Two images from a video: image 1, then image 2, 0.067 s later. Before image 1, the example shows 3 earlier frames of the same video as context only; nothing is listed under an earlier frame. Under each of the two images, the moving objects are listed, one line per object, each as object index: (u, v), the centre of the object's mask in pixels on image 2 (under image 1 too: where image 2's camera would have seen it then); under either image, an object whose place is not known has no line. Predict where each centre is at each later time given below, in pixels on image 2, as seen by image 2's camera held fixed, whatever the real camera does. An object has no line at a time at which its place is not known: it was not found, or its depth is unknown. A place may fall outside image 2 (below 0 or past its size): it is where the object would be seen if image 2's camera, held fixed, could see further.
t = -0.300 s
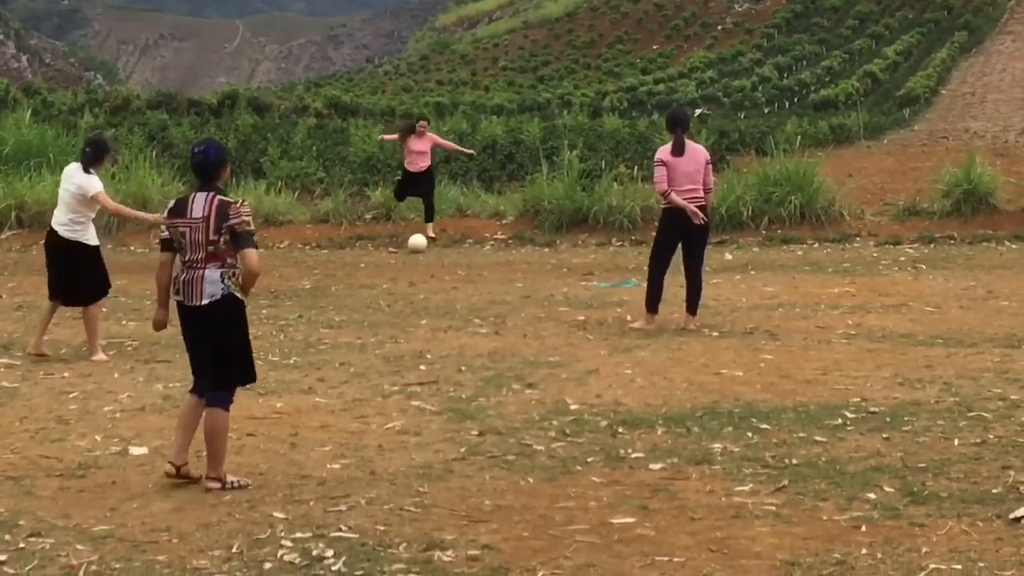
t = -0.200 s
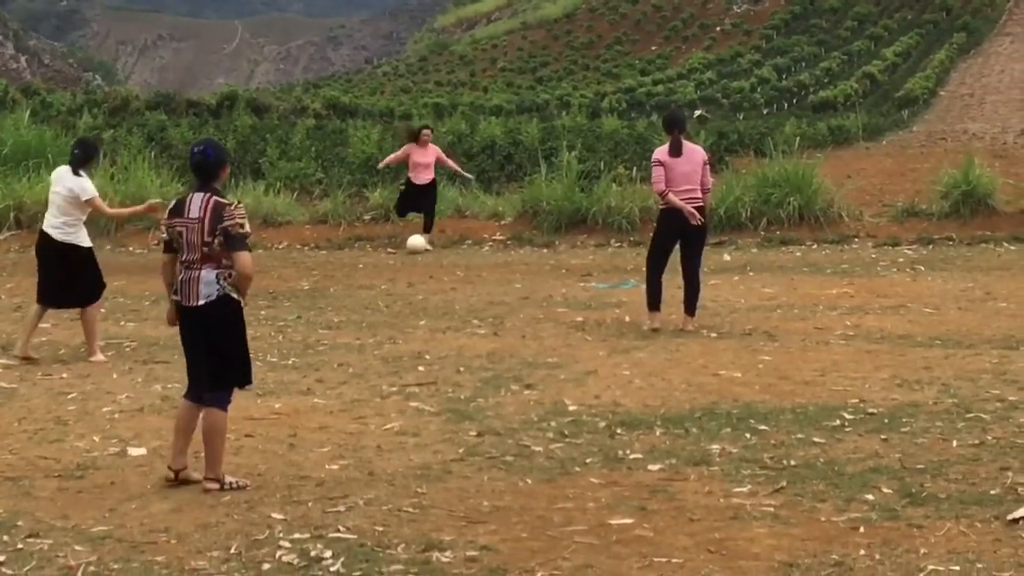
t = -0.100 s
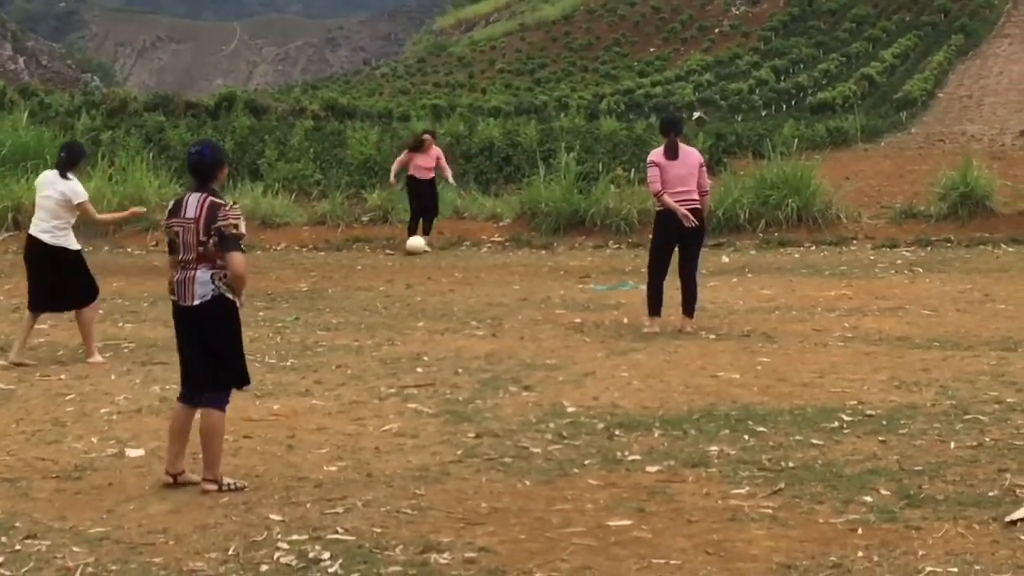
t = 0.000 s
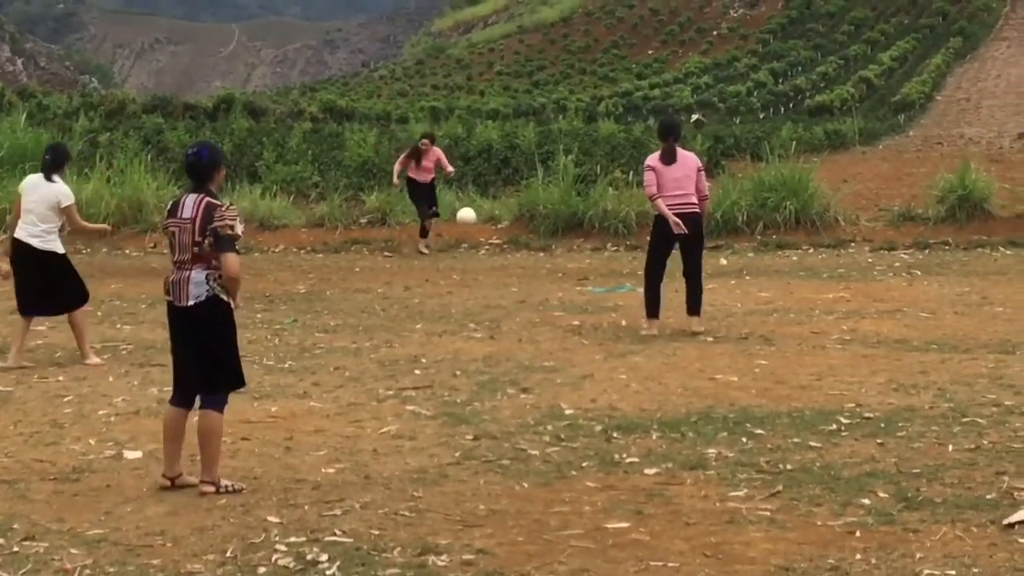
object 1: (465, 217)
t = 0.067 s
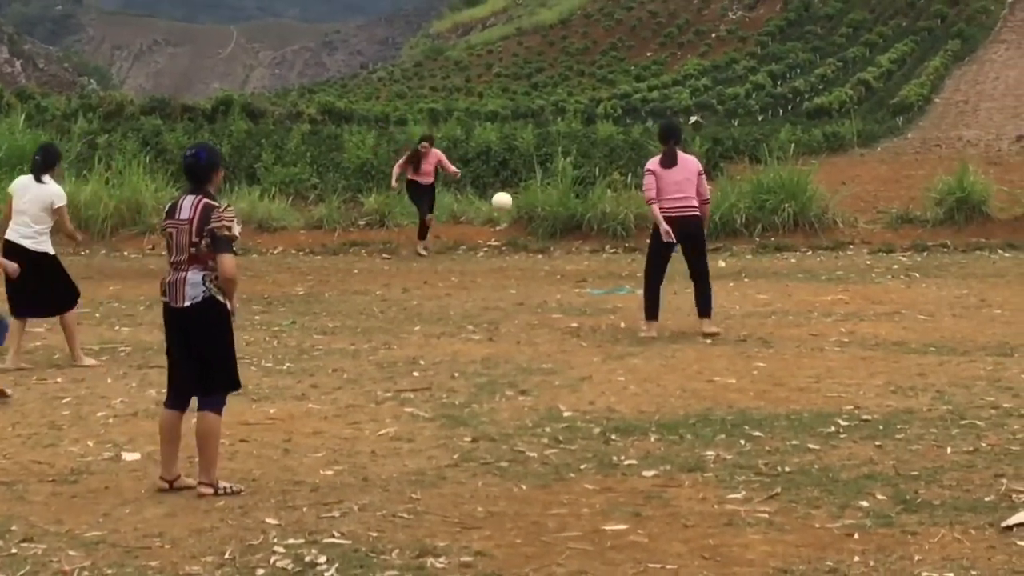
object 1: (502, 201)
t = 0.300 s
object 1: (647, 166)
